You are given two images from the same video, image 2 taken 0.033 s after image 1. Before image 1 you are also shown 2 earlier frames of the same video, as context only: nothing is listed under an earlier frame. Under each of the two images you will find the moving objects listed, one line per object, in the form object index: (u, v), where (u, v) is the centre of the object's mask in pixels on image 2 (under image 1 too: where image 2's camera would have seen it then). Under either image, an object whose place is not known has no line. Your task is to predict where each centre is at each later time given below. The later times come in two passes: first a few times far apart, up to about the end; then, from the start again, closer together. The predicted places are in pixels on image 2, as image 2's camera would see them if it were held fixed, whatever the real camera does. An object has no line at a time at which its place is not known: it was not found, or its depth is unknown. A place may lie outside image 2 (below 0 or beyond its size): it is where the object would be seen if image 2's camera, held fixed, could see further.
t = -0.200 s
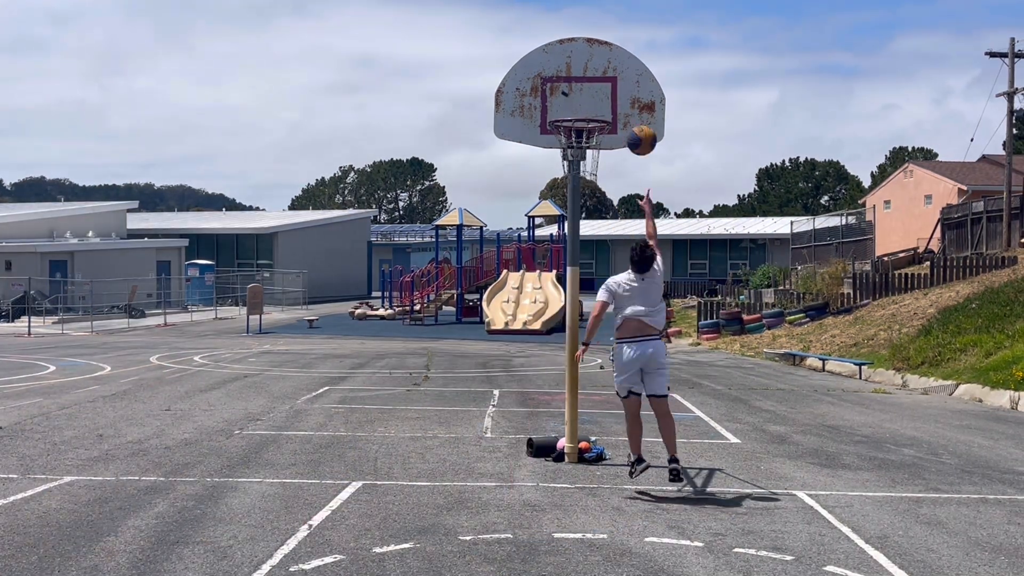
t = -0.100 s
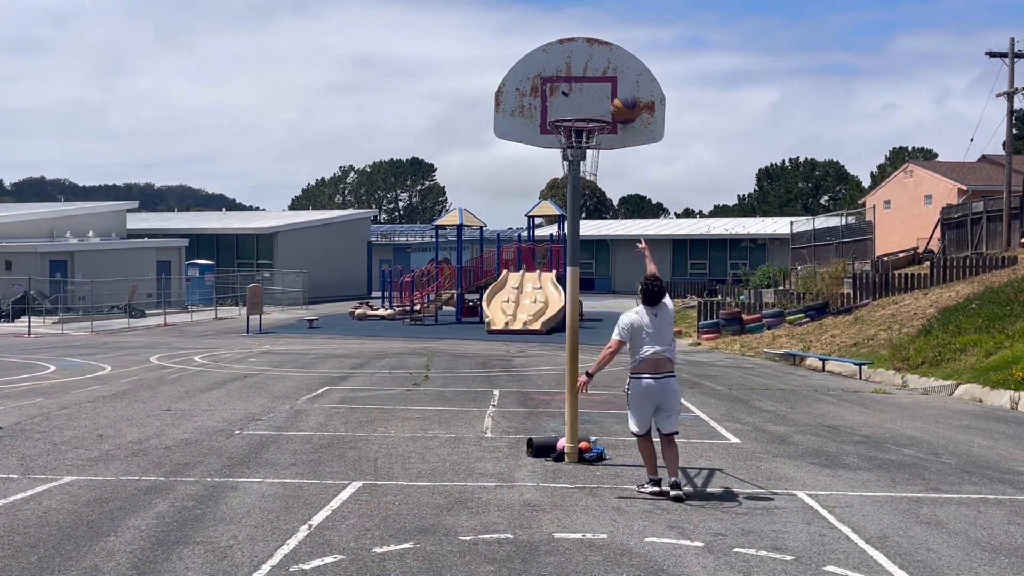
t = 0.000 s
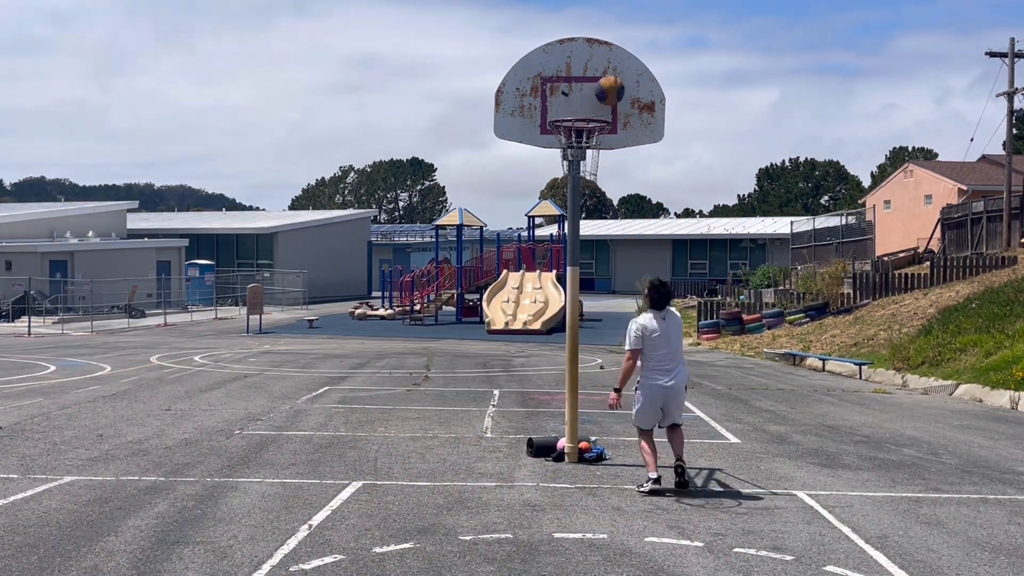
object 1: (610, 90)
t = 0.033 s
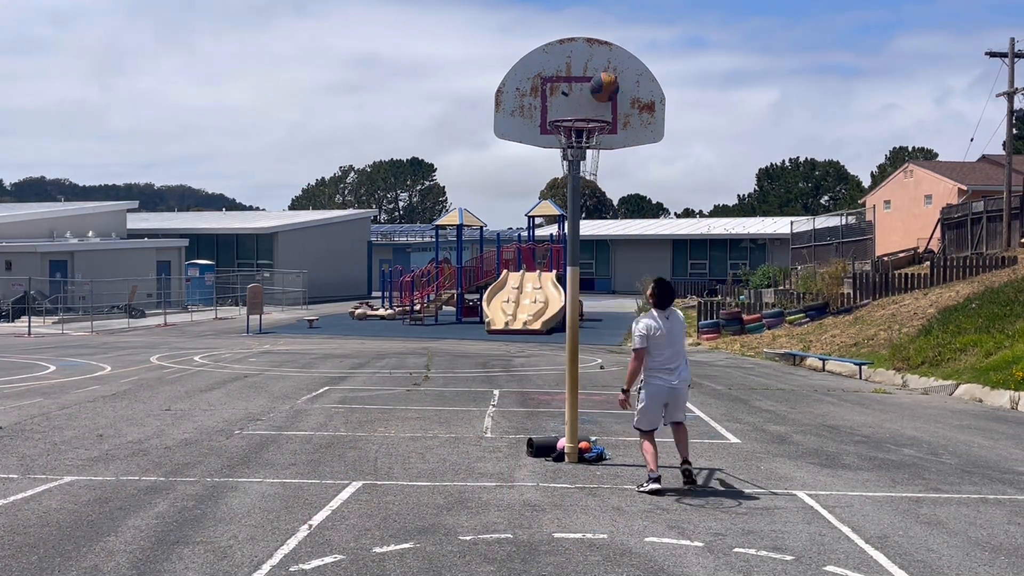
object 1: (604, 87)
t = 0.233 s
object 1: (573, 95)
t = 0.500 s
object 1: (556, 105)
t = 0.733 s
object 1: (552, 107)
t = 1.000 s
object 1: (538, 119)
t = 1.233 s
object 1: (518, 177)
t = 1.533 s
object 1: (493, 345)
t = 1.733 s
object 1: (478, 445)
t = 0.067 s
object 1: (599, 85)
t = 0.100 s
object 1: (593, 85)
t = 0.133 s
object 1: (588, 85)
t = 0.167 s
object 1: (583, 88)
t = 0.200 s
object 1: (577, 91)
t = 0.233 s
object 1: (573, 95)
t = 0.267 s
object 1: (569, 100)
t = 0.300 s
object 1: (564, 105)
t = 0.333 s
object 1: (560, 108)
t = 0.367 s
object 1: (558, 106)
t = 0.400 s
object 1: (557, 104)
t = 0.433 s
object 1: (557, 104)
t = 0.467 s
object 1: (556, 105)
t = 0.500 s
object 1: (556, 105)
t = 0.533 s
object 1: (556, 106)
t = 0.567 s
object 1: (555, 107)
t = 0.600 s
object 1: (555, 105)
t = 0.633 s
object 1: (554, 104)
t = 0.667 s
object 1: (553, 104)
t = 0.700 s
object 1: (553, 105)
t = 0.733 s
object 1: (552, 107)
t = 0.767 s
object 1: (551, 108)
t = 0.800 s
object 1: (550, 107)
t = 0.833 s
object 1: (548, 107)
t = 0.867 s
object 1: (547, 108)
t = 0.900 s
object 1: (545, 109)
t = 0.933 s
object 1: (544, 113)
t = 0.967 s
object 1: (541, 116)
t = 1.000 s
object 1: (538, 119)
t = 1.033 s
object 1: (536, 123)
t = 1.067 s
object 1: (533, 129)
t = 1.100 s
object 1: (530, 136)
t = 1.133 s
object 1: (527, 144)
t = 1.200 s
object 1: (521, 165)
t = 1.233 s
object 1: (518, 177)
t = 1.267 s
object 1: (515, 191)
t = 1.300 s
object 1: (512, 206)
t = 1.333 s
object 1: (509, 222)
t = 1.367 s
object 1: (506, 238)
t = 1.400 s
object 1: (503, 257)
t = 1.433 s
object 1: (501, 278)
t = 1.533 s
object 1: (493, 345)
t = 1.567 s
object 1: (490, 370)
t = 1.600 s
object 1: (488, 396)
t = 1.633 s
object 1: (486, 423)
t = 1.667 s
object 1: (483, 452)
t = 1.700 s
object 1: (481, 469)
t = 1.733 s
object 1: (478, 445)
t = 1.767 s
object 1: (476, 423)
